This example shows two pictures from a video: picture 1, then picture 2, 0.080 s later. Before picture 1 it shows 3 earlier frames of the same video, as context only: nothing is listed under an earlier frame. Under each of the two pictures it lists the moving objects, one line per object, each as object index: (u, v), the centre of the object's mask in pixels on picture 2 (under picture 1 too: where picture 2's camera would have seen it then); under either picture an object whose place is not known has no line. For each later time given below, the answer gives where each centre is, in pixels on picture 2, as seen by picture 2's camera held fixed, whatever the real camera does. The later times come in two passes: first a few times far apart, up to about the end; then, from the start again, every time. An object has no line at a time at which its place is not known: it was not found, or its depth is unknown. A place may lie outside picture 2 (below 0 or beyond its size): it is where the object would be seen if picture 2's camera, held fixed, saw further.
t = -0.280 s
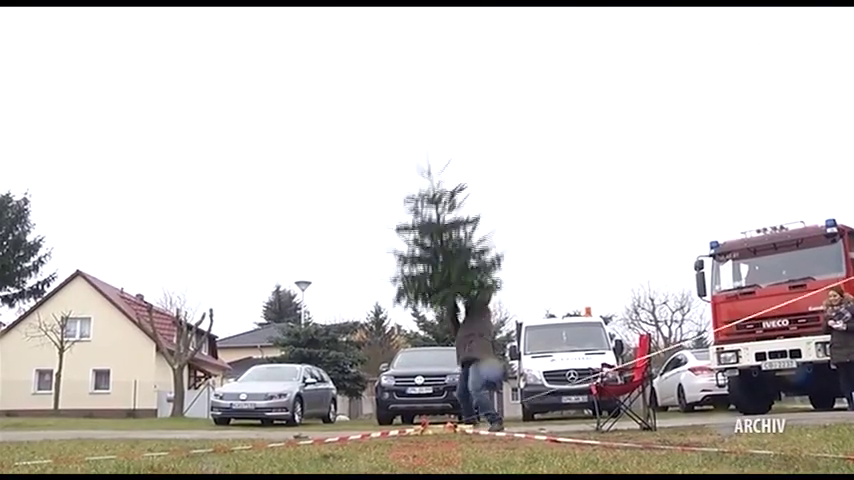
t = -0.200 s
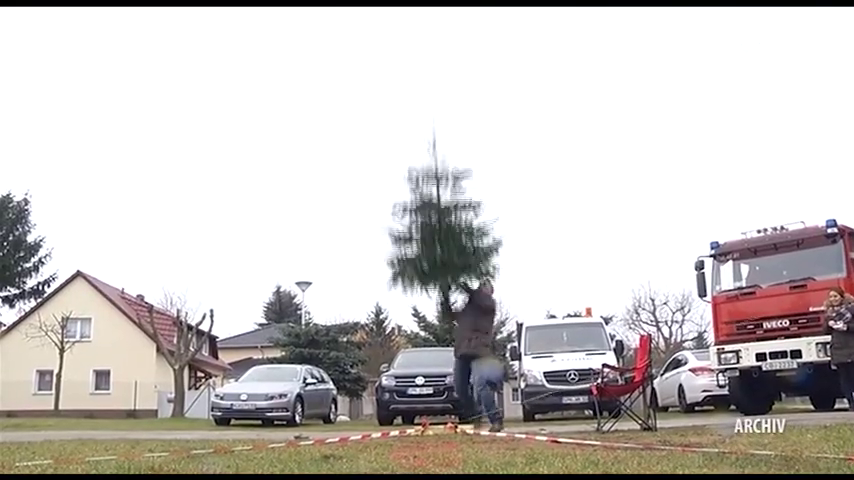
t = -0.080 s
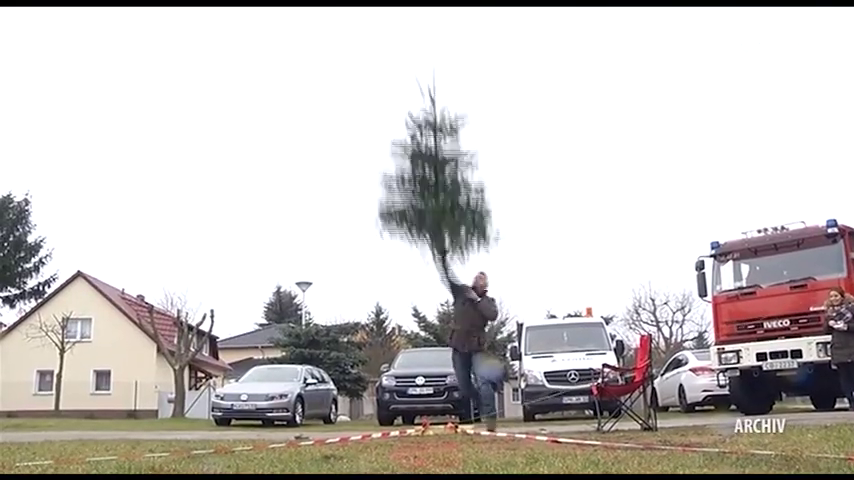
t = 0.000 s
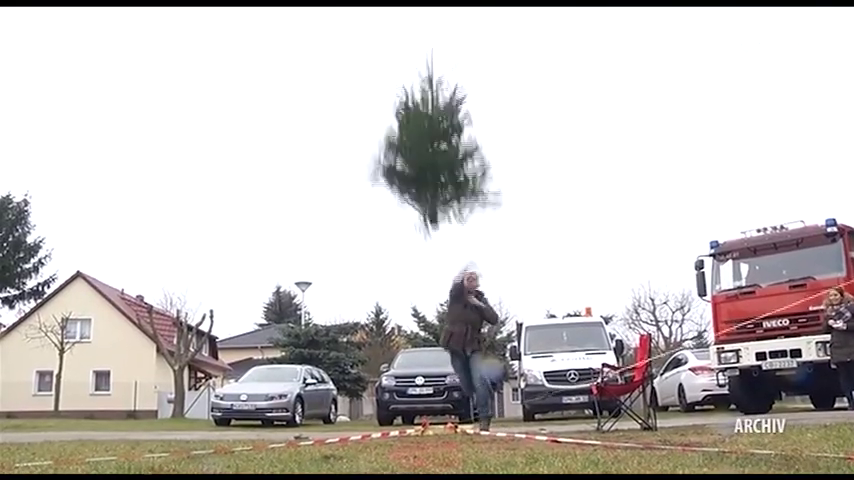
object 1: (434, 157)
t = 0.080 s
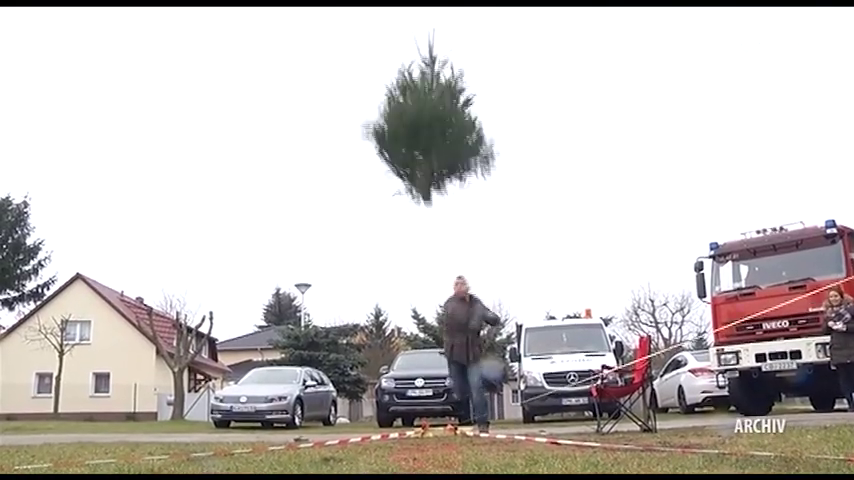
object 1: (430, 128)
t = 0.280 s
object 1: (415, 95)
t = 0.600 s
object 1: (400, 81)
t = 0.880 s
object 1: (372, 220)
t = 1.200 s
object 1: (346, 393)
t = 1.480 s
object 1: (368, 360)
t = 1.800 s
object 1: (376, 376)
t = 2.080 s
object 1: (385, 372)
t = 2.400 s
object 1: (375, 378)
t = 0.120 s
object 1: (427, 117)
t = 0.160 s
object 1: (423, 108)
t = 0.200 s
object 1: (419, 102)
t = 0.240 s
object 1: (417, 99)
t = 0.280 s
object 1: (415, 95)
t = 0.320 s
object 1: (413, 91)
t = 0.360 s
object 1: (411, 86)
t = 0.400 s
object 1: (411, 81)
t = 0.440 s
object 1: (410, 78)
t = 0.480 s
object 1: (409, 76)
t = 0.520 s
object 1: (407, 76)
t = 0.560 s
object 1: (404, 77)
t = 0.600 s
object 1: (400, 81)
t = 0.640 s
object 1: (395, 89)
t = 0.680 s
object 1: (391, 101)
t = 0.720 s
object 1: (388, 116)
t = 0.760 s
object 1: (384, 136)
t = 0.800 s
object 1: (380, 159)
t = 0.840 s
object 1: (376, 184)
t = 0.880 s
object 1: (372, 220)
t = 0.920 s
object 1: (370, 257)
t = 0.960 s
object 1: (364, 311)
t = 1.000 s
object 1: (359, 349)
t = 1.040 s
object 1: (363, 395)
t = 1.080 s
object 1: (362, 414)
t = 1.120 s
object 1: (344, 413)
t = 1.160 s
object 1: (345, 407)
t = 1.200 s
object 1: (346, 393)
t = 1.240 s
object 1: (345, 381)
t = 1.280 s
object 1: (352, 371)
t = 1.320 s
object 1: (362, 364)
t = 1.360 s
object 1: (365, 360)
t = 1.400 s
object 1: (365, 360)
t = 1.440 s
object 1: (365, 360)
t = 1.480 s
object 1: (368, 360)
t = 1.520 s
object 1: (369, 360)
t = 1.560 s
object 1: (371, 362)
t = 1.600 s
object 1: (370, 365)
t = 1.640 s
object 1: (372, 367)
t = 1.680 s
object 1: (374, 369)
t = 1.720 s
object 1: (374, 373)
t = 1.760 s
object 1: (376, 375)
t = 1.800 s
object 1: (376, 376)
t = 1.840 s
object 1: (380, 377)
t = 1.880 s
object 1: (383, 378)
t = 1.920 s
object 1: (383, 377)
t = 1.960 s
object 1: (385, 377)
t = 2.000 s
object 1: (385, 376)
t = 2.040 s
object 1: (385, 374)
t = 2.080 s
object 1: (385, 372)
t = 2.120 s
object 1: (381, 371)
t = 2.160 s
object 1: (379, 371)
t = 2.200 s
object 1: (376, 372)
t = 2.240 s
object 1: (374, 372)
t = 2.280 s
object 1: (373, 373)
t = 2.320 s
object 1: (373, 375)
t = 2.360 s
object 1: (373, 377)
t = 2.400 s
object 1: (375, 378)
